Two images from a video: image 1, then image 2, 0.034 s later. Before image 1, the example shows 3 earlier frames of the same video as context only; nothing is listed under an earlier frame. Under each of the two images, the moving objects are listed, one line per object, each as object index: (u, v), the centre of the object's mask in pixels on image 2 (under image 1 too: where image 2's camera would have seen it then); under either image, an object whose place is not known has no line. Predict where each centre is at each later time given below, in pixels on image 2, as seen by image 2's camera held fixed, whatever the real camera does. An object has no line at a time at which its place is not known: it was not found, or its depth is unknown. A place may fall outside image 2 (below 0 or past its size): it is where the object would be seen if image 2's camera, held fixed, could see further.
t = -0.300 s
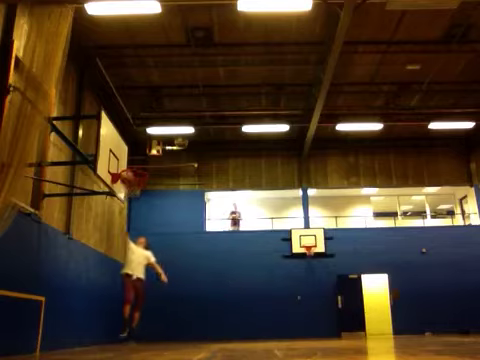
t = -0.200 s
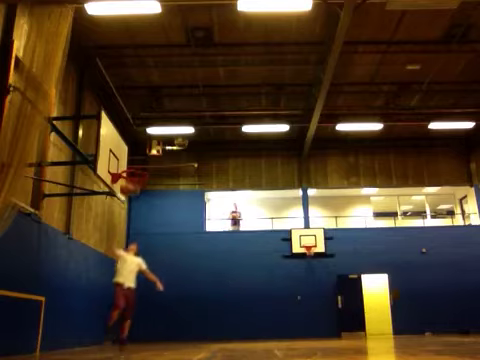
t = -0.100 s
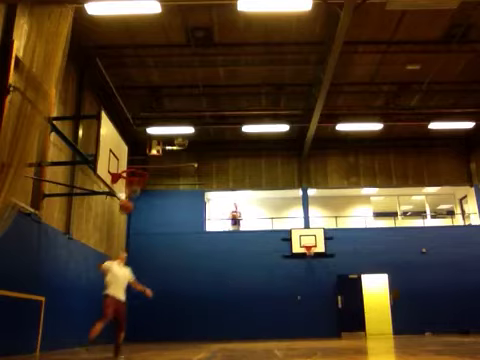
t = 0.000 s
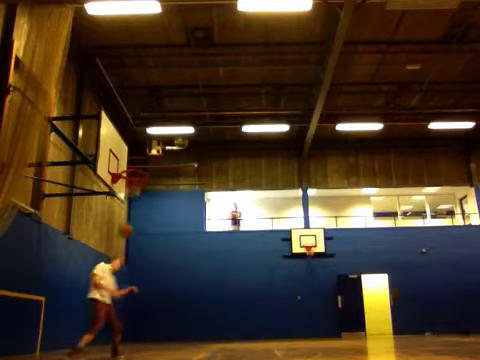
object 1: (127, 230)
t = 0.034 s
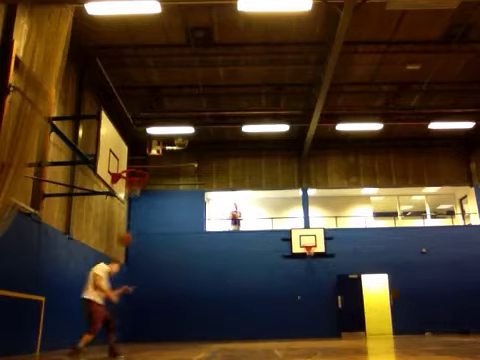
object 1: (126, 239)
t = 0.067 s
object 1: (126, 247)
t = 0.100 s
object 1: (125, 259)
